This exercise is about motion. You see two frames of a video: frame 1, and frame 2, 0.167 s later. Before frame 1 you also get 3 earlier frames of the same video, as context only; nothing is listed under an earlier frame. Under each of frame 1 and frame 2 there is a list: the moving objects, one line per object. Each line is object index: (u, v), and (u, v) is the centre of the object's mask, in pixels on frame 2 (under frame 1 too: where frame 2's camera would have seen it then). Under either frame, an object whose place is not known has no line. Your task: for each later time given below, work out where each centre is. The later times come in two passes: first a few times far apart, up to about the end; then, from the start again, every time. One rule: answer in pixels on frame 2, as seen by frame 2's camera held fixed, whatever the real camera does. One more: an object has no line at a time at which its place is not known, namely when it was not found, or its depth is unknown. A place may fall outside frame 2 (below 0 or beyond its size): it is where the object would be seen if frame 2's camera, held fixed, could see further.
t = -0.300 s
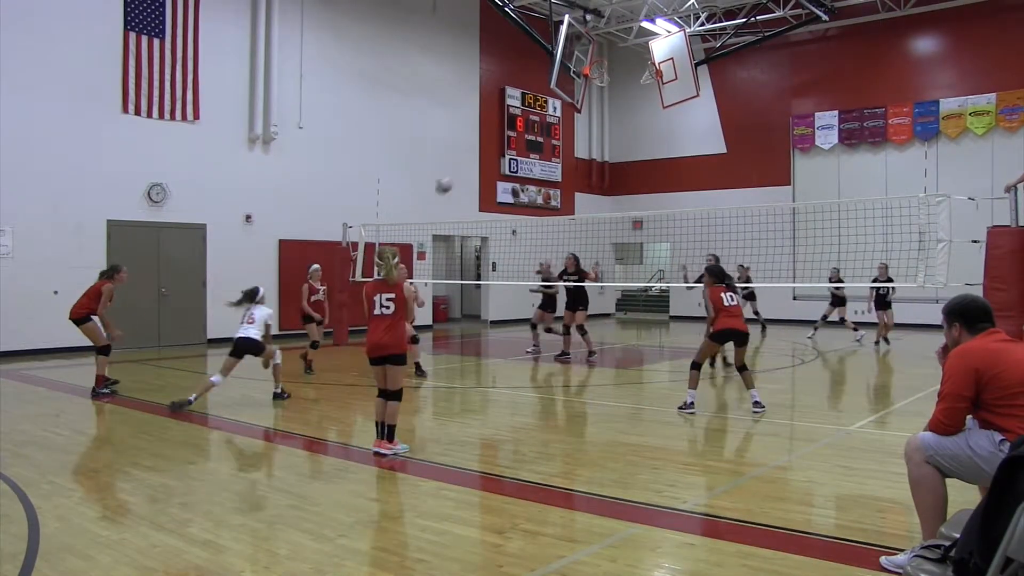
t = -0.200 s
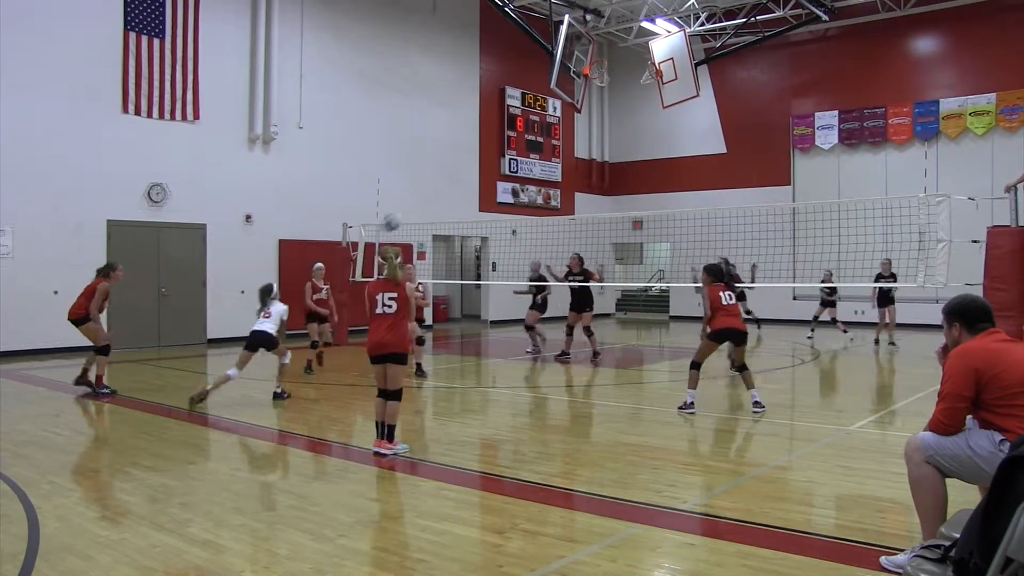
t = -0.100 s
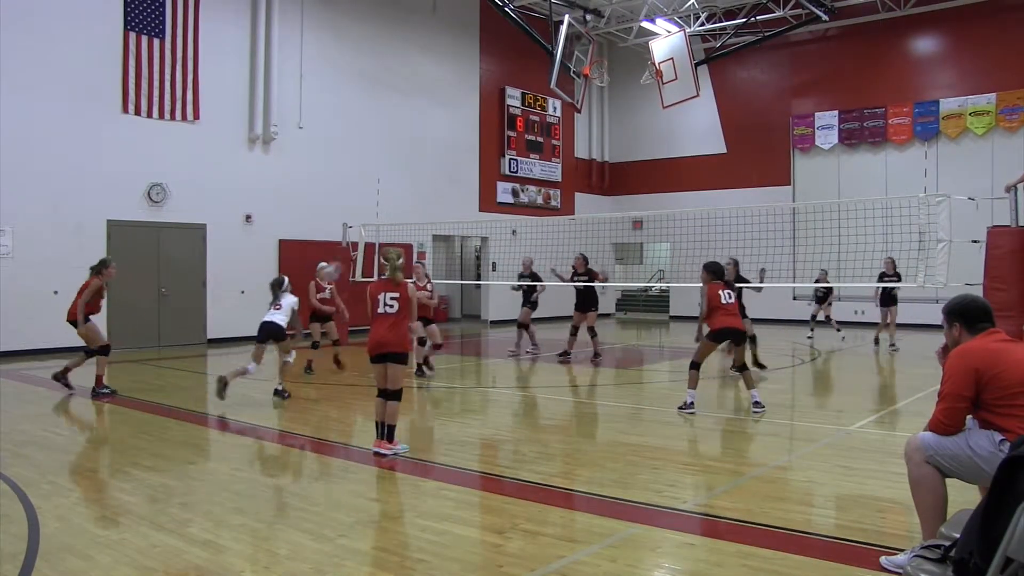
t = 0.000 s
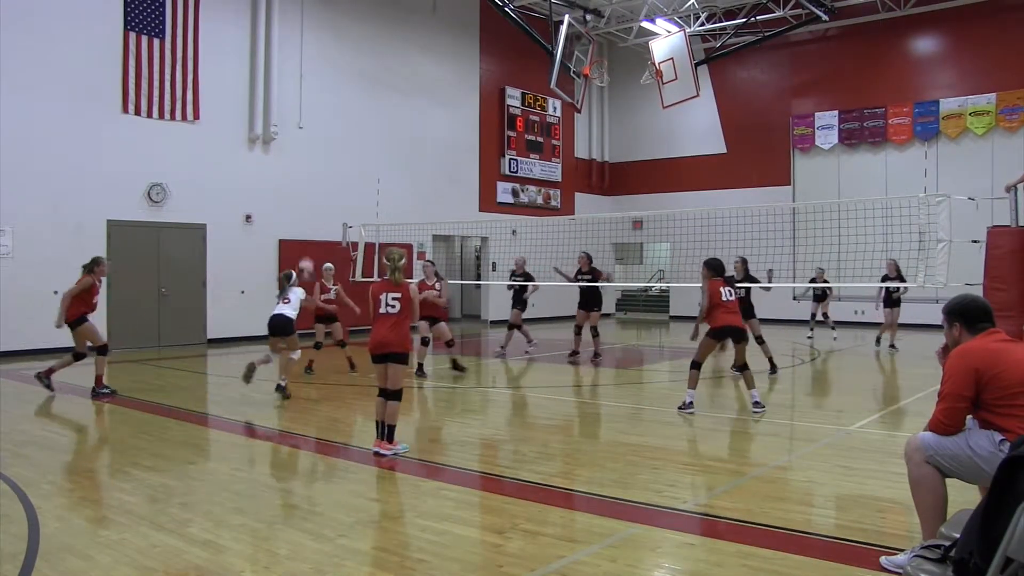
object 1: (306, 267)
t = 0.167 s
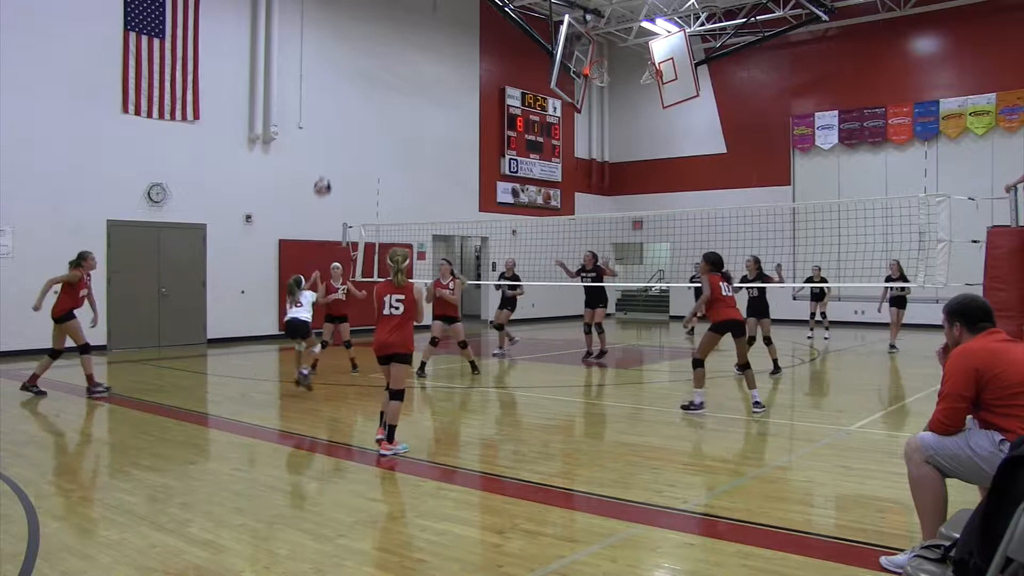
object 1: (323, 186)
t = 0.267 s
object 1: (333, 150)
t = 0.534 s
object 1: (360, 94)
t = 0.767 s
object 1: (381, 93)
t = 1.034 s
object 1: (399, 145)
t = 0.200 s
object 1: (327, 173)
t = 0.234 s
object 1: (330, 160)
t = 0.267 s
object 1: (333, 150)
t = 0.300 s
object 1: (340, 139)
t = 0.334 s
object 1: (342, 130)
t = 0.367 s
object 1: (343, 122)
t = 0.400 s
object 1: (348, 114)
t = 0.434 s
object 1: (349, 108)
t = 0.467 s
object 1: (352, 104)
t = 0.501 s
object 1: (359, 98)
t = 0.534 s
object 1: (360, 94)
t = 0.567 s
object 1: (361, 93)
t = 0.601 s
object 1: (368, 89)
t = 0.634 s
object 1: (368, 88)
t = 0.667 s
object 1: (370, 91)
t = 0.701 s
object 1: (372, 92)
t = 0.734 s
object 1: (378, 91)
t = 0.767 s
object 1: (381, 93)
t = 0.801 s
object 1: (384, 98)
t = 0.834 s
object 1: (386, 101)
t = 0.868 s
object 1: (385, 109)
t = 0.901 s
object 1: (388, 115)
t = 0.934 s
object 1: (395, 120)
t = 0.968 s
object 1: (393, 129)
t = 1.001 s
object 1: (398, 137)
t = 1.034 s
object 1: (399, 145)
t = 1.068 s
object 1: (400, 156)
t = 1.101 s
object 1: (403, 168)
